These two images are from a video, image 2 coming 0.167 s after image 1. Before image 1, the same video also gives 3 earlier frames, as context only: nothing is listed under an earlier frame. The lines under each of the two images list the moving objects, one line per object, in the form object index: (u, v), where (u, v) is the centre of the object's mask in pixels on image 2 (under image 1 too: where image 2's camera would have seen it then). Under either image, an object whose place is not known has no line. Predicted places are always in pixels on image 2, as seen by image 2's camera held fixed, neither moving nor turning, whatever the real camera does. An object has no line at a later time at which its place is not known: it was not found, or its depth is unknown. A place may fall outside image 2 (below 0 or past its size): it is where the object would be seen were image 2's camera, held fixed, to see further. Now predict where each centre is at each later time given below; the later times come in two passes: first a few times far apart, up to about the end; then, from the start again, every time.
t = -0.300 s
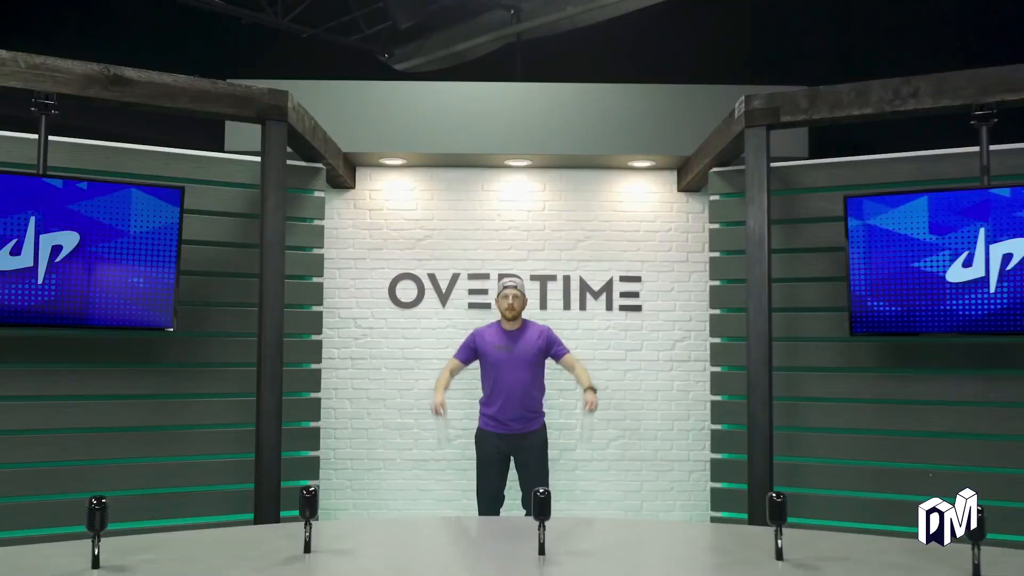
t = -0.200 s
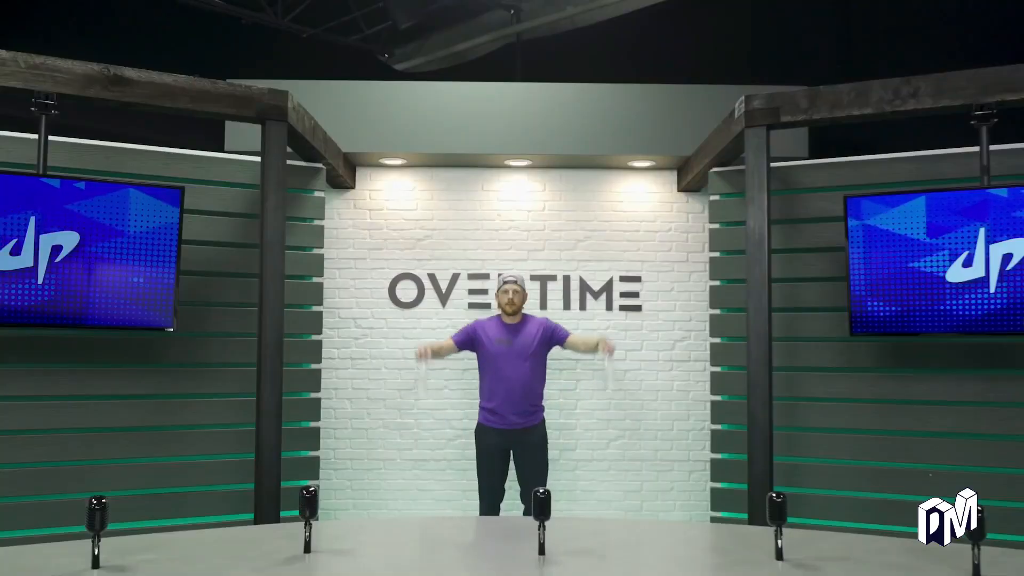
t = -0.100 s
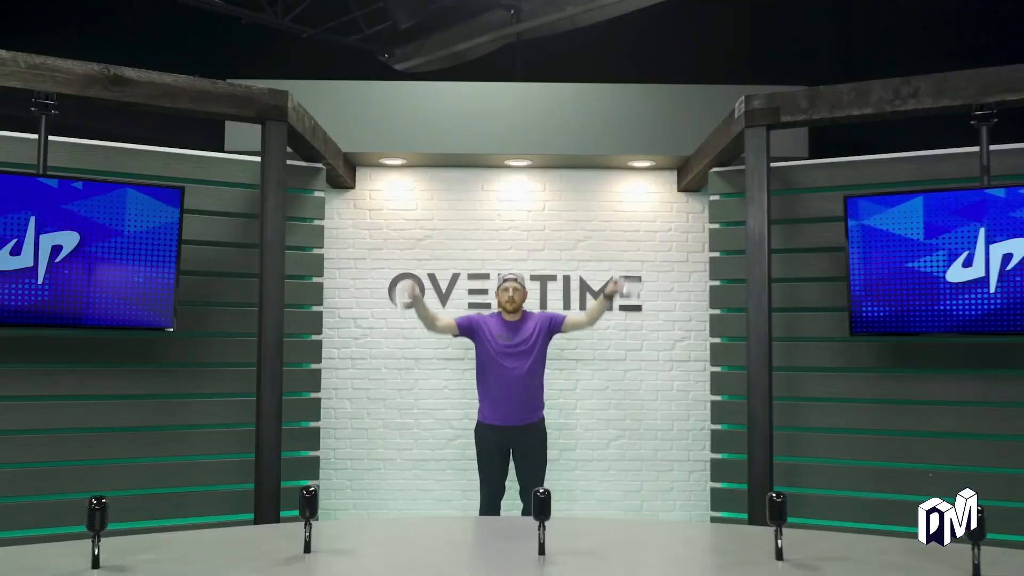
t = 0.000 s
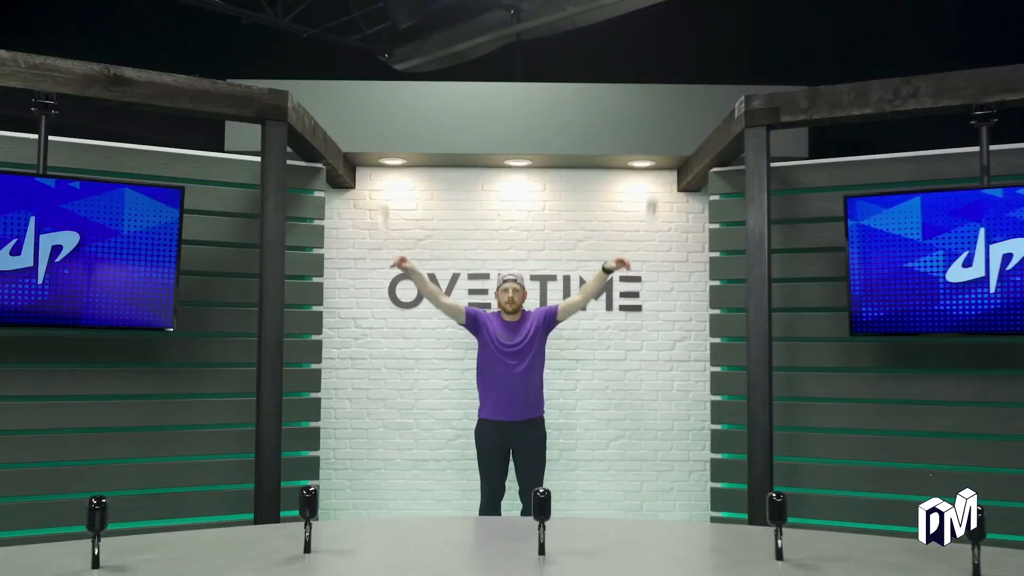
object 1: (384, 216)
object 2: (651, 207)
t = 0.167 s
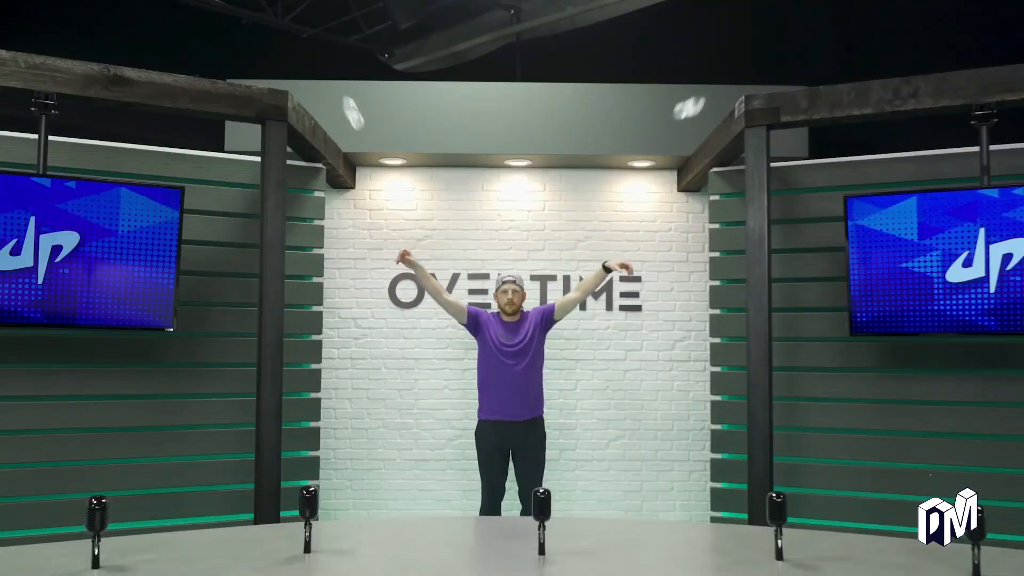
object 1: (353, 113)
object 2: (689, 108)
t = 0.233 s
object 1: (341, 88)
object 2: (702, 82)
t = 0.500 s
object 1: (293, 69)
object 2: (756, 60)
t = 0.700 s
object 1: (276, 75)
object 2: (788, 74)
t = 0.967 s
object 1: (282, 75)
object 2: (790, 74)
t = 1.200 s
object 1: (282, 75)
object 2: (788, 75)
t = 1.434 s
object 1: (282, 75)
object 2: (788, 75)
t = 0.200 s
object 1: (347, 100)
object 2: (695, 94)
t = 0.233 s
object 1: (341, 88)
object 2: (702, 82)
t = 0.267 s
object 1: (335, 78)
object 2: (708, 72)
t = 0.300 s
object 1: (329, 70)
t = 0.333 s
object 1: (323, 64)
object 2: (722, 58)
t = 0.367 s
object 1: (317, 61)
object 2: (729, 54)
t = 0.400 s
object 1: (311, 59)
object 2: (735, 52)
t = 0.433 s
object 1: (305, 60)
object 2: (742, 53)
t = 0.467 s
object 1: (299, 63)
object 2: (749, 55)
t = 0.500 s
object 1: (293, 69)
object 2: (756, 60)
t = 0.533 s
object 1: (287, 73)
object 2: (763, 68)
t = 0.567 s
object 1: (282, 75)
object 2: (771, 74)
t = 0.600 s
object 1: (280, 75)
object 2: (777, 76)
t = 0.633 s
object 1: (279, 76)
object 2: (781, 75)
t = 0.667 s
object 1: (277, 76)
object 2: (785, 75)
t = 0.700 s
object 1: (276, 75)
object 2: (788, 74)
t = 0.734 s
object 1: (276, 75)
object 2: (791, 74)
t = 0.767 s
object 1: (277, 74)
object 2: (793, 73)
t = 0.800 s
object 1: (278, 74)
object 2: (795, 73)
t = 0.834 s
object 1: (281, 74)
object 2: (796, 74)
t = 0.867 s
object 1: (282, 75)
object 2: (796, 74)
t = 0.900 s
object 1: (282, 75)
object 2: (795, 74)
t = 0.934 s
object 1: (282, 75)
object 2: (793, 74)
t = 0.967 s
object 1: (282, 75)
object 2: (790, 74)
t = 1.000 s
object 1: (282, 75)
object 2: (787, 74)
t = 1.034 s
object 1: (282, 75)
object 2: (787, 74)
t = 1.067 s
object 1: (282, 75)
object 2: (787, 74)
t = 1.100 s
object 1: (282, 75)
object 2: (787, 75)
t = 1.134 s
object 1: (282, 75)
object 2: (787, 75)
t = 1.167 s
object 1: (282, 75)
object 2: (788, 75)
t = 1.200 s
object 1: (282, 75)
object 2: (788, 75)
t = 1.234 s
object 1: (282, 75)
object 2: (787, 75)
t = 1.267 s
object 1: (282, 75)
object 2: (788, 75)
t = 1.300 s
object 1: (282, 75)
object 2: (788, 75)
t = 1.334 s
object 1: (282, 75)
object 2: (788, 75)
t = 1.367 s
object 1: (282, 75)
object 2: (788, 75)
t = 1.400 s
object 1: (282, 75)
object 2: (788, 75)
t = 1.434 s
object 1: (282, 75)
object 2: (788, 75)
